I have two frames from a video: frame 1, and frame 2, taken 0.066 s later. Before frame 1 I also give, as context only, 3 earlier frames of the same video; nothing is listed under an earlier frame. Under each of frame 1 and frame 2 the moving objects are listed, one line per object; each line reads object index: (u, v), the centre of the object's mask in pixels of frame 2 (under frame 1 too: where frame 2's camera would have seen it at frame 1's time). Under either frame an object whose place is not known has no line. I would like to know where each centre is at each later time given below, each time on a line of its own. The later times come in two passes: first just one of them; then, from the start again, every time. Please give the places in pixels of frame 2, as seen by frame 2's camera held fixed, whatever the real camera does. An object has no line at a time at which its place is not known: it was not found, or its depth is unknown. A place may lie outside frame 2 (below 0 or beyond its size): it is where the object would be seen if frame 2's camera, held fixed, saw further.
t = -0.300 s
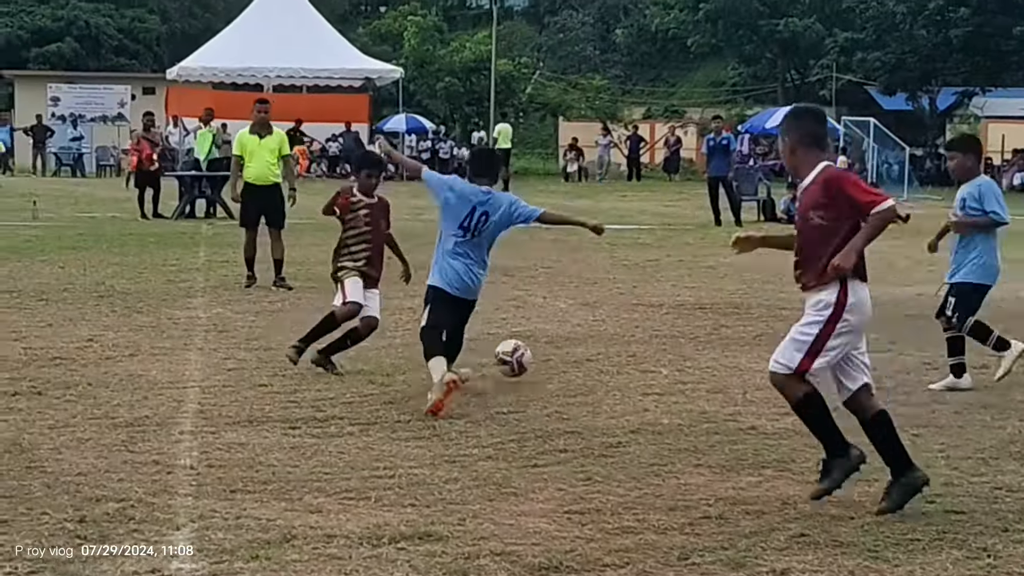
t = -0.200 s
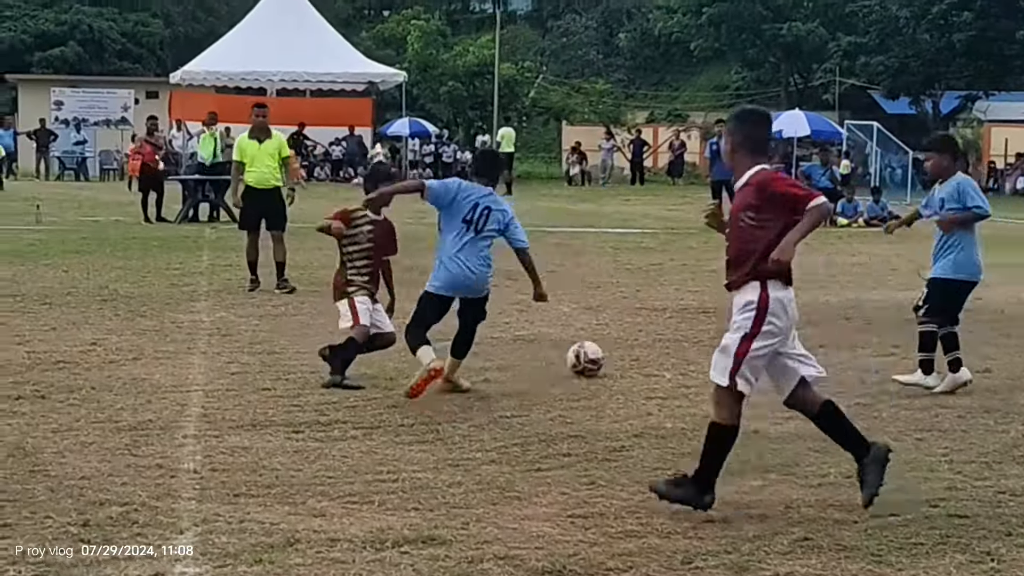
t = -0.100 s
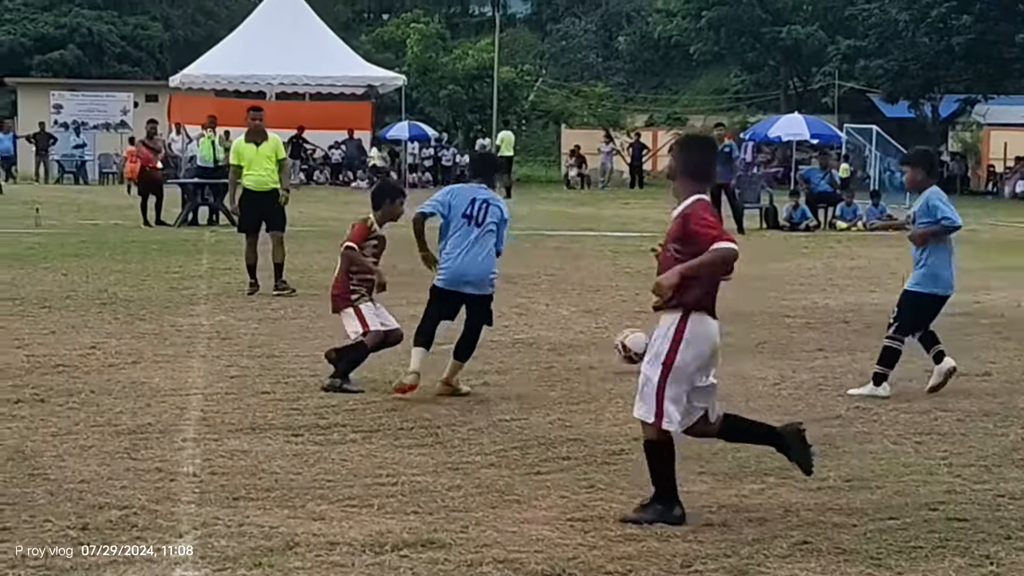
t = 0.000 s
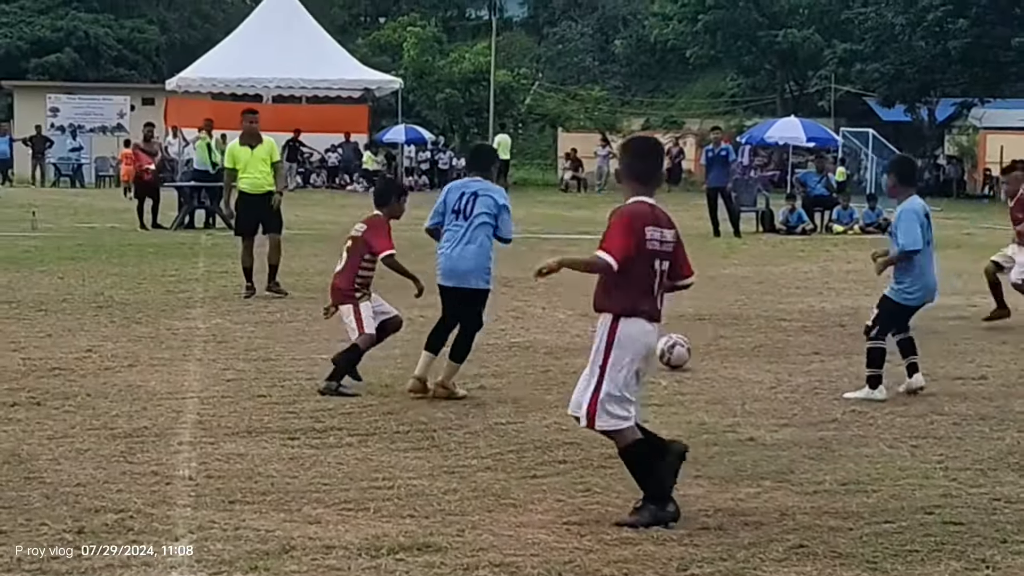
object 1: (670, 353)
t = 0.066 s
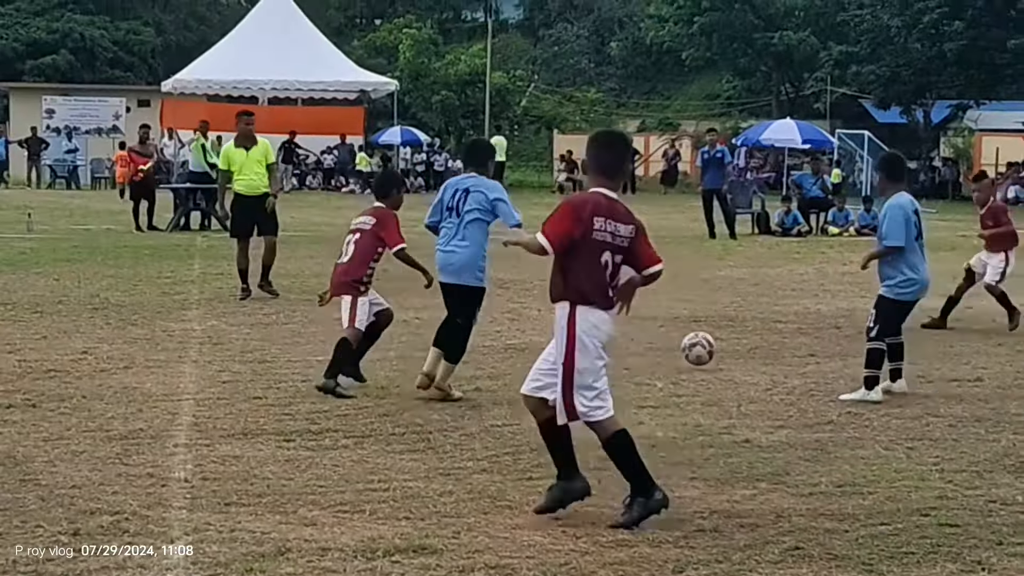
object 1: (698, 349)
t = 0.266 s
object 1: (776, 345)
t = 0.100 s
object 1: (712, 343)
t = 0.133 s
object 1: (725, 340)
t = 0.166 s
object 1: (739, 338)
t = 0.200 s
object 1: (751, 340)
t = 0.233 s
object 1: (764, 341)
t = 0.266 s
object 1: (776, 345)
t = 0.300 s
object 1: (788, 345)
